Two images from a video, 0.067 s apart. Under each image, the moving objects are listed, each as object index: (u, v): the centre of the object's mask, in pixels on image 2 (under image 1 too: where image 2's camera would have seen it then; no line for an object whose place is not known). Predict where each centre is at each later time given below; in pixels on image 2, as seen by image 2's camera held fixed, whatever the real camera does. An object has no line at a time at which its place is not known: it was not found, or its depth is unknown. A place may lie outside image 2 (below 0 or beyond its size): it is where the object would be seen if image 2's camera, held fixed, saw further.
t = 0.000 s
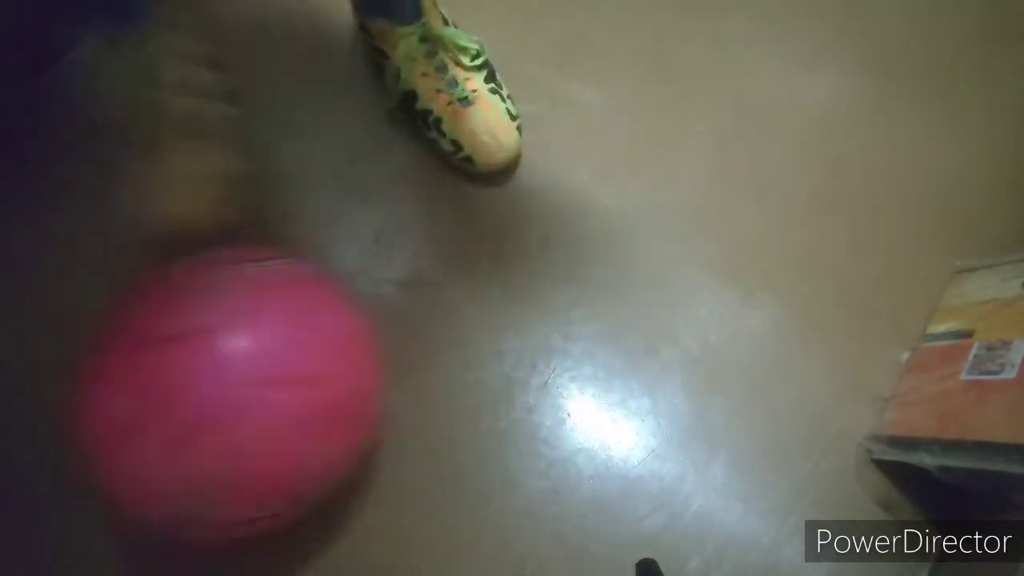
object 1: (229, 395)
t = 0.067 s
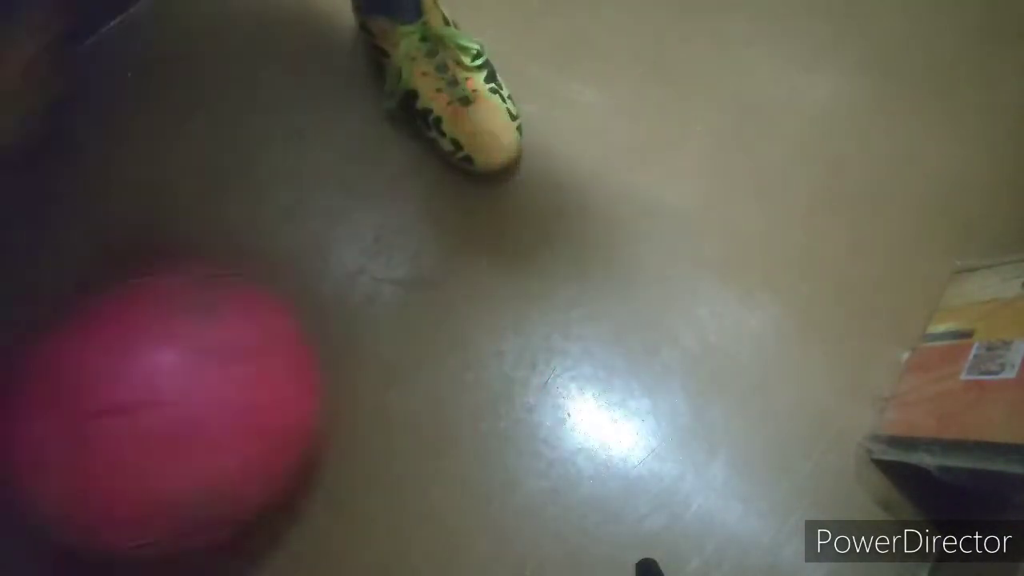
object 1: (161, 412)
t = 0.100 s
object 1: (135, 419)
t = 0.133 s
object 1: (116, 429)
